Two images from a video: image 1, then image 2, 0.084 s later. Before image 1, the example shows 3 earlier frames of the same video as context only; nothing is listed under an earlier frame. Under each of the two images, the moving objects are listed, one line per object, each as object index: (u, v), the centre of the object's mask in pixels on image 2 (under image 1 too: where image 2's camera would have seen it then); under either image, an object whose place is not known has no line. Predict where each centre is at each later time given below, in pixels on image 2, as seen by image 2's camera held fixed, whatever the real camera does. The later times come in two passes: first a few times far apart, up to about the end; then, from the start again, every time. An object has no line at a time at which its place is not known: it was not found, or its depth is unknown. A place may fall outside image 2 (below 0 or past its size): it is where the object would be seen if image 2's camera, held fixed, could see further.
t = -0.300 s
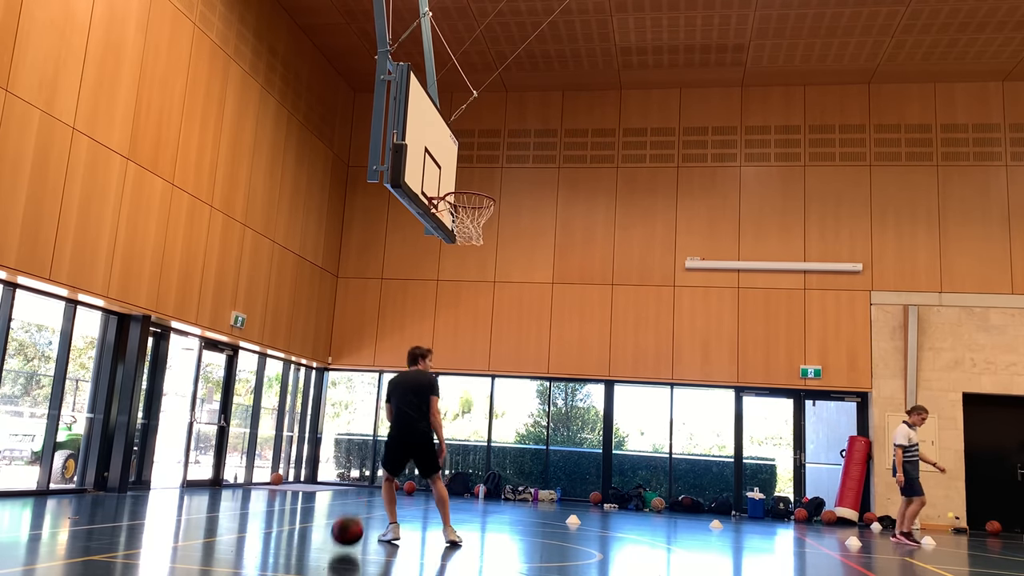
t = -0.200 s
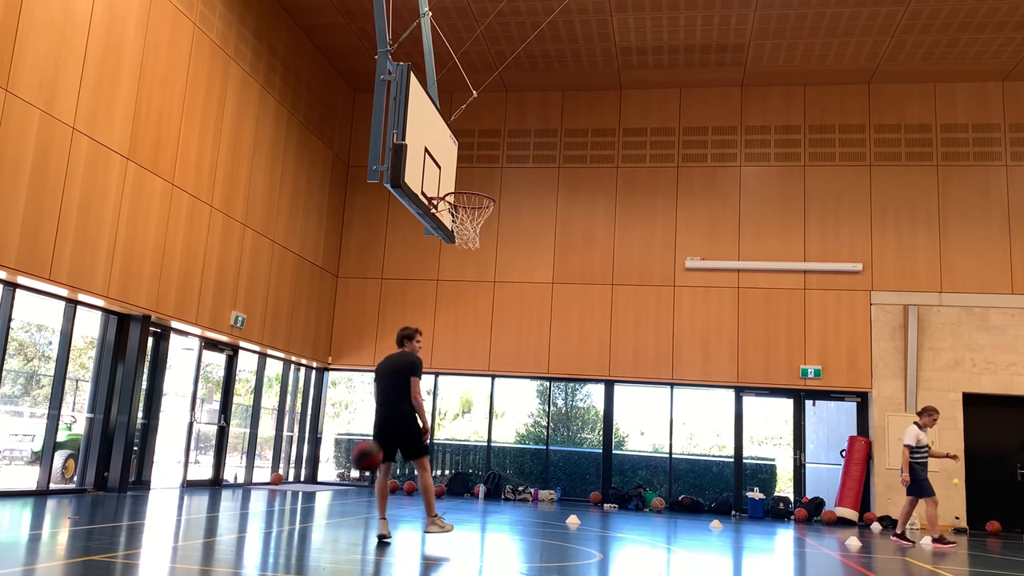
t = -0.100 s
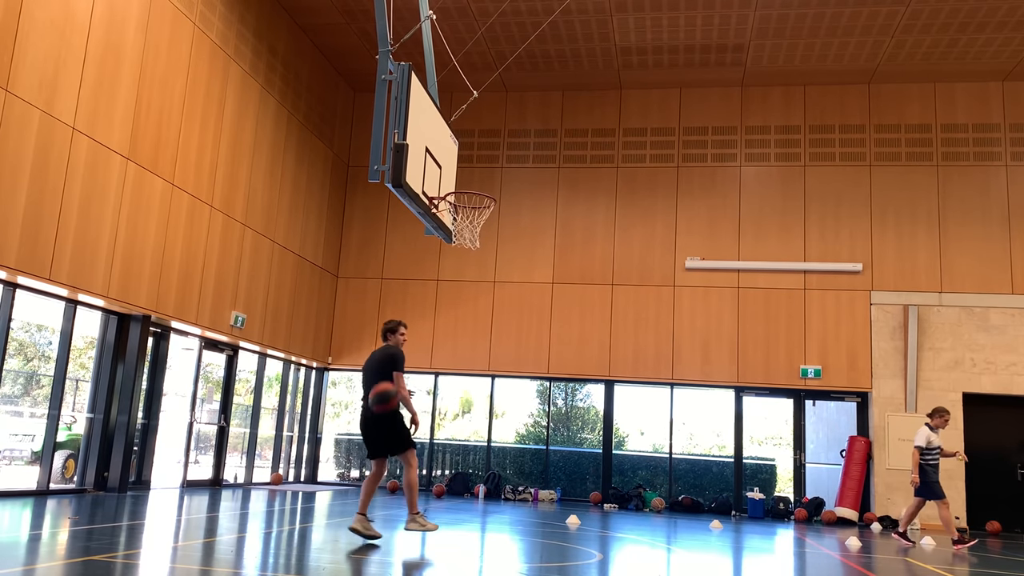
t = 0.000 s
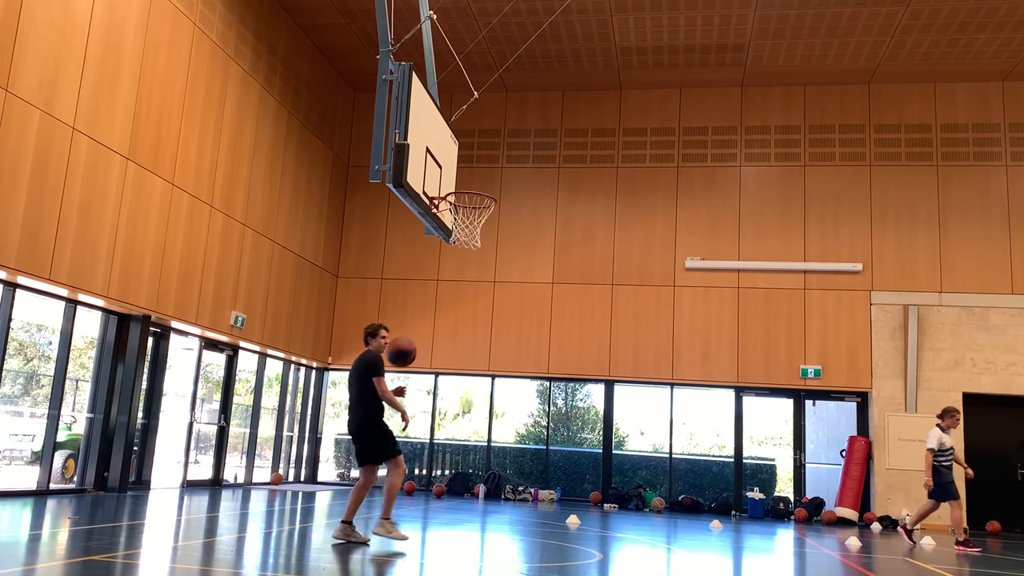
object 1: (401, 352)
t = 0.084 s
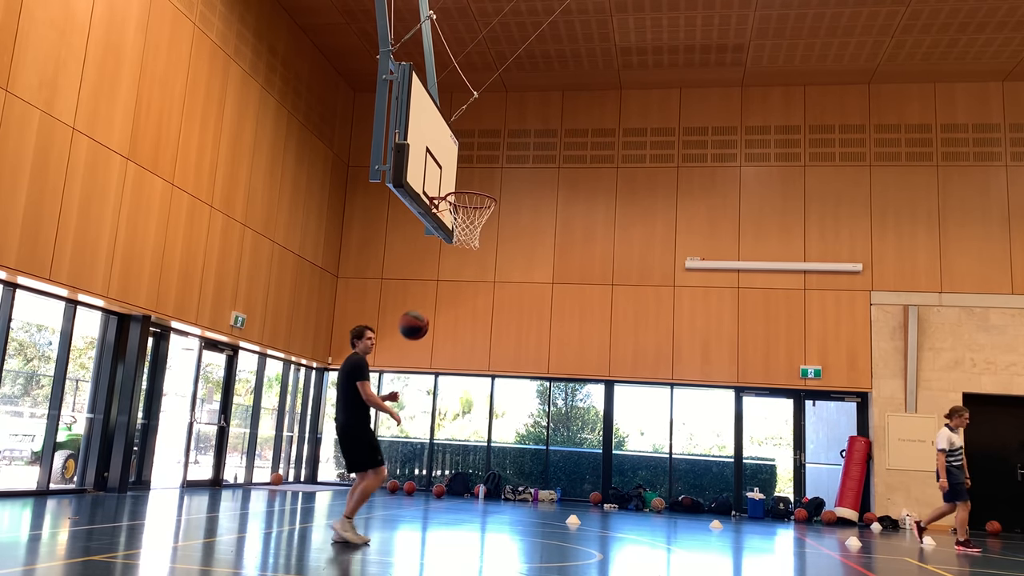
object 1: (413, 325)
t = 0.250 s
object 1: (436, 296)
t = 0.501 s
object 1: (464, 315)
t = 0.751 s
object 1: (488, 411)
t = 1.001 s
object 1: (510, 509)
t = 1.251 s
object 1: (539, 398)
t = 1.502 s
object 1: (563, 368)
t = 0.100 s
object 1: (416, 321)
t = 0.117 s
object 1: (418, 317)
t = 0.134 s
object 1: (420, 313)
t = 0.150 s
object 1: (423, 309)
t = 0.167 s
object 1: (425, 306)
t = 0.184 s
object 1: (428, 303)
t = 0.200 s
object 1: (430, 301)
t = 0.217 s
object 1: (432, 299)
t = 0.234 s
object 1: (434, 297)
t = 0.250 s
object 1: (436, 296)
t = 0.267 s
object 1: (438, 295)
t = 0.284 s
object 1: (440, 294)
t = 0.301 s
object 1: (442, 294)
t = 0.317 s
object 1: (444, 294)
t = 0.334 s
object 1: (446, 294)
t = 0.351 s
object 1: (448, 294)
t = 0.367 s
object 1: (450, 295)
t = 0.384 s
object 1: (452, 296)
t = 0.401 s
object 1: (454, 298)
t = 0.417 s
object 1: (456, 300)
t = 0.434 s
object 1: (457, 302)
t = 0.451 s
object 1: (459, 305)
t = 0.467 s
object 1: (461, 308)
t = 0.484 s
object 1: (463, 312)
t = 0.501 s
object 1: (464, 315)
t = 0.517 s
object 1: (466, 319)
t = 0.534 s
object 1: (468, 323)
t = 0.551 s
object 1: (470, 328)
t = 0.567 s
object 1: (471, 333)
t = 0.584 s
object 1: (473, 338)
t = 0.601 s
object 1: (475, 344)
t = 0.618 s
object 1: (476, 350)
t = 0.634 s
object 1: (478, 356)
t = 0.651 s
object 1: (479, 362)
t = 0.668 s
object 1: (481, 369)
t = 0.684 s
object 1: (482, 377)
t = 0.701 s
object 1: (484, 385)
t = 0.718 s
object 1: (485, 394)
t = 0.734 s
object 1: (487, 403)
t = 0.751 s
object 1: (488, 411)
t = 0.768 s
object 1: (489, 421)
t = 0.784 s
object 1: (491, 431)
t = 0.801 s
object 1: (492, 442)
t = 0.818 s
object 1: (494, 452)
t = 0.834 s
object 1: (495, 462)
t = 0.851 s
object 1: (496, 475)
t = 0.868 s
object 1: (497, 485)
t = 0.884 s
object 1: (498, 497)
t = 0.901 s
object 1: (499, 511)
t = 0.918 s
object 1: (501, 525)
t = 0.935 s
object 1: (502, 538)
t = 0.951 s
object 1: (503, 542)
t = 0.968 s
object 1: (506, 531)
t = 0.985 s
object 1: (508, 520)
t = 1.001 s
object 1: (510, 509)
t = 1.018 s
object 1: (513, 498)
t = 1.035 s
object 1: (515, 489)
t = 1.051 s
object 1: (517, 479)
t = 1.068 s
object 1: (519, 470)
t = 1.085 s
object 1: (520, 462)
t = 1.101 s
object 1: (522, 454)
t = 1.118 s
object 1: (524, 446)
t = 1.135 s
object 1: (526, 439)
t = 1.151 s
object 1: (528, 432)
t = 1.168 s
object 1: (530, 425)
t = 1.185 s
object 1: (532, 419)
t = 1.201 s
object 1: (534, 413)
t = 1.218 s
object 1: (535, 408)
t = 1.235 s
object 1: (537, 402)
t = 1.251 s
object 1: (539, 398)
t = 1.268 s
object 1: (541, 393)
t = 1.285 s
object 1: (543, 389)
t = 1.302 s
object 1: (544, 385)
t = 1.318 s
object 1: (546, 382)
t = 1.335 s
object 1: (547, 379)
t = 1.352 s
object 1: (549, 376)
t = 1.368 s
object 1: (550, 374)
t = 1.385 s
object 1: (552, 372)
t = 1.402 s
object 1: (554, 370)
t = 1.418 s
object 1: (555, 369)
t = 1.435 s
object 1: (557, 368)
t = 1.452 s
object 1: (558, 368)
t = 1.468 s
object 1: (560, 367)
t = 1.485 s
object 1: (561, 368)
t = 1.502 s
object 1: (563, 368)
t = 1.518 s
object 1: (564, 369)
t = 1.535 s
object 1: (565, 370)
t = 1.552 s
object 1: (567, 371)
